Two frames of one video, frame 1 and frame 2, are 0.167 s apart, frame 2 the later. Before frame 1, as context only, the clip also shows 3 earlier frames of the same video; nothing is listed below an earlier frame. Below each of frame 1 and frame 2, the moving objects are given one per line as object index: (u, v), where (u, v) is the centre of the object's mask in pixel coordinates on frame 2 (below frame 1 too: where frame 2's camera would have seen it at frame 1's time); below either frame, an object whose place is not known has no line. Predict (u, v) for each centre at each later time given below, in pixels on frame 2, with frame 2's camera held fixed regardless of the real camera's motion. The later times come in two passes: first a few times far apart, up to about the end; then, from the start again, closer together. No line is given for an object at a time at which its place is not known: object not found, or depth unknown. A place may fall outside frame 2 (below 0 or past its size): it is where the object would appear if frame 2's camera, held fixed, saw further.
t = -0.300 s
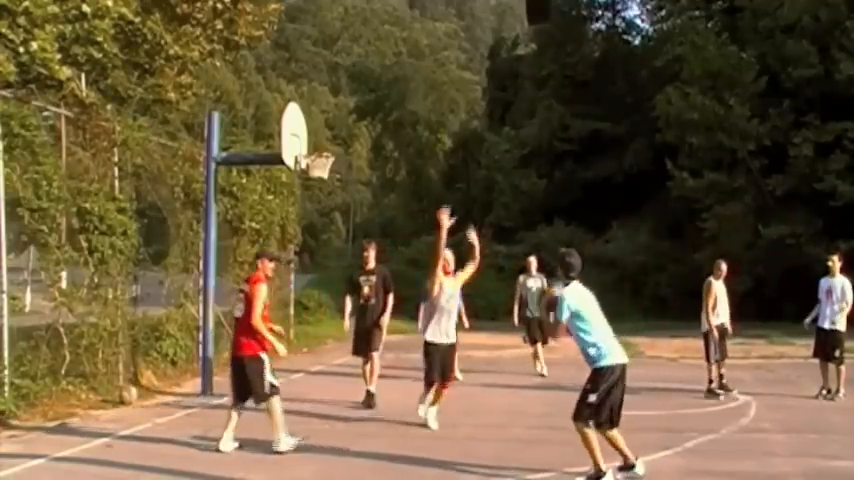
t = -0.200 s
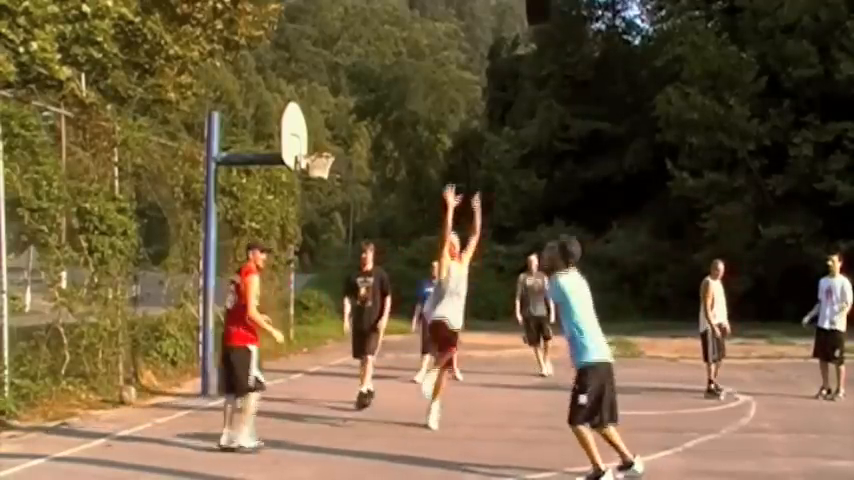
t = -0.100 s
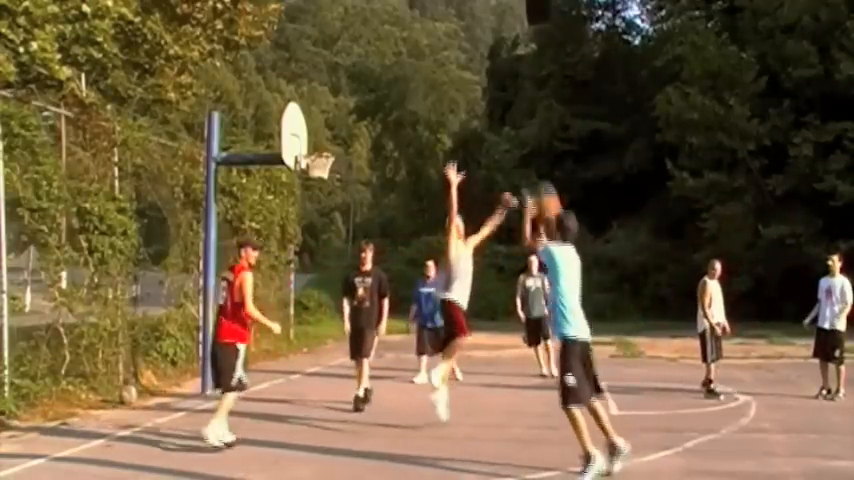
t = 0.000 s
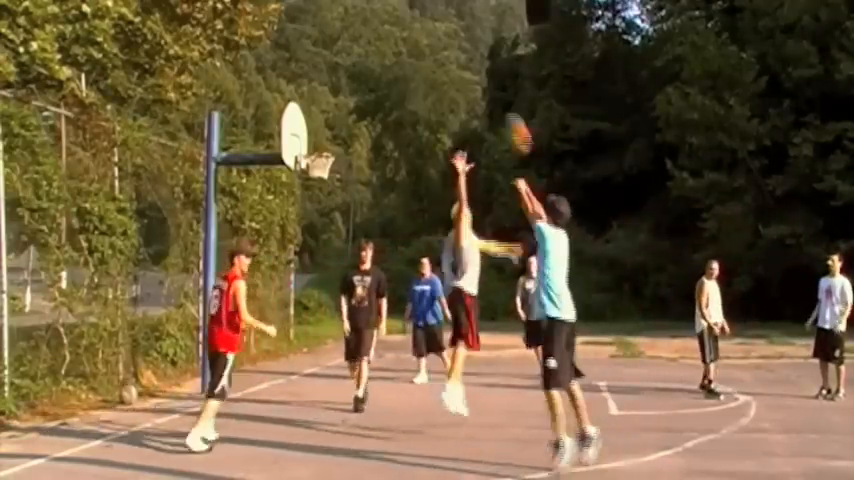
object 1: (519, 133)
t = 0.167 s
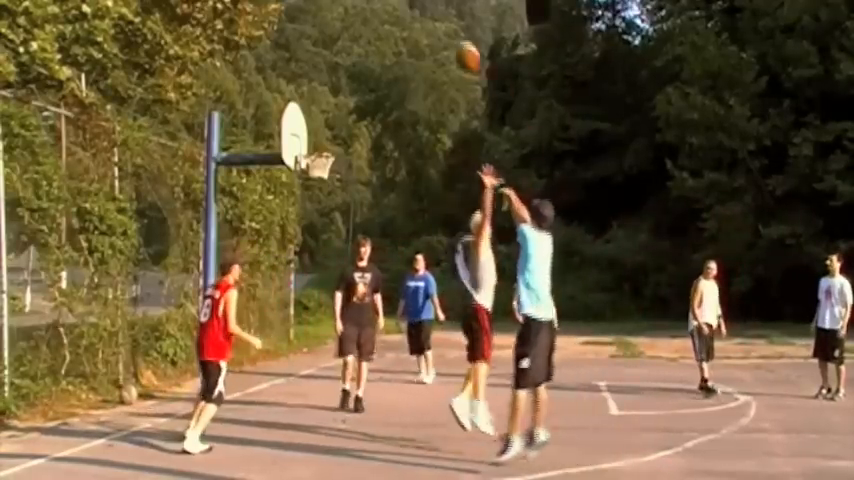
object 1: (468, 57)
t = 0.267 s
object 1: (444, 30)
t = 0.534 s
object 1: (392, 15)
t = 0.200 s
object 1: (460, 46)
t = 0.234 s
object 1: (452, 38)
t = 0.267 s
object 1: (444, 30)
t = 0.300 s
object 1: (437, 25)
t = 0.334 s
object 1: (430, 20)
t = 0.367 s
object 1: (423, 17)
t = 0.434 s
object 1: (410, 12)
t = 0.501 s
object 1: (397, 13)
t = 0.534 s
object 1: (392, 15)
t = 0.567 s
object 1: (386, 18)
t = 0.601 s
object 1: (381, 22)
